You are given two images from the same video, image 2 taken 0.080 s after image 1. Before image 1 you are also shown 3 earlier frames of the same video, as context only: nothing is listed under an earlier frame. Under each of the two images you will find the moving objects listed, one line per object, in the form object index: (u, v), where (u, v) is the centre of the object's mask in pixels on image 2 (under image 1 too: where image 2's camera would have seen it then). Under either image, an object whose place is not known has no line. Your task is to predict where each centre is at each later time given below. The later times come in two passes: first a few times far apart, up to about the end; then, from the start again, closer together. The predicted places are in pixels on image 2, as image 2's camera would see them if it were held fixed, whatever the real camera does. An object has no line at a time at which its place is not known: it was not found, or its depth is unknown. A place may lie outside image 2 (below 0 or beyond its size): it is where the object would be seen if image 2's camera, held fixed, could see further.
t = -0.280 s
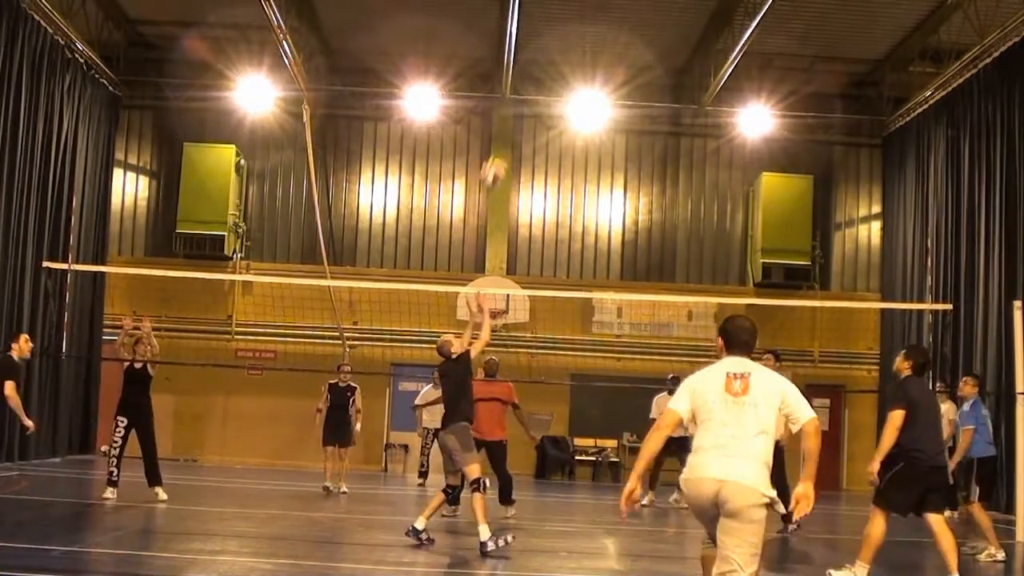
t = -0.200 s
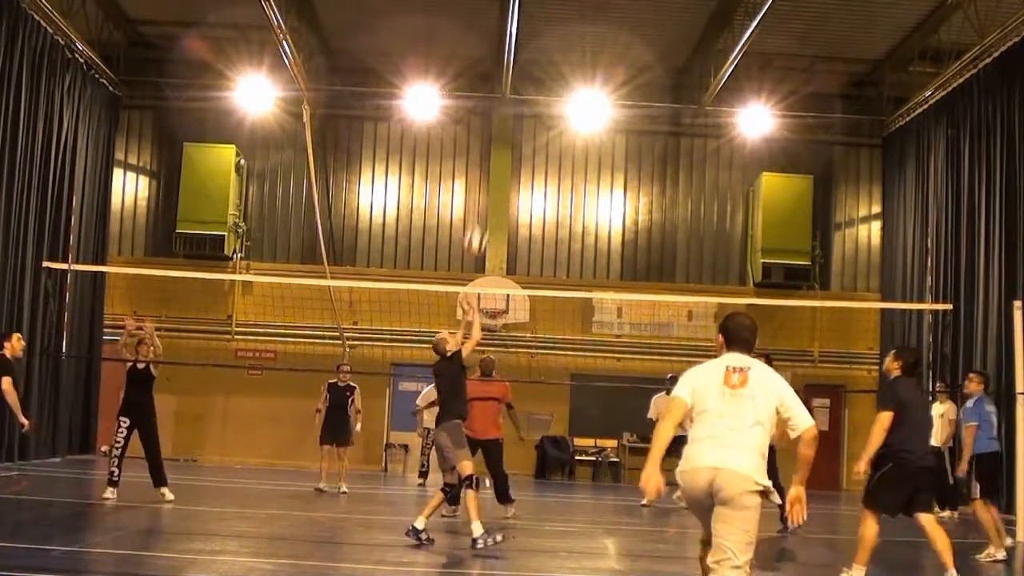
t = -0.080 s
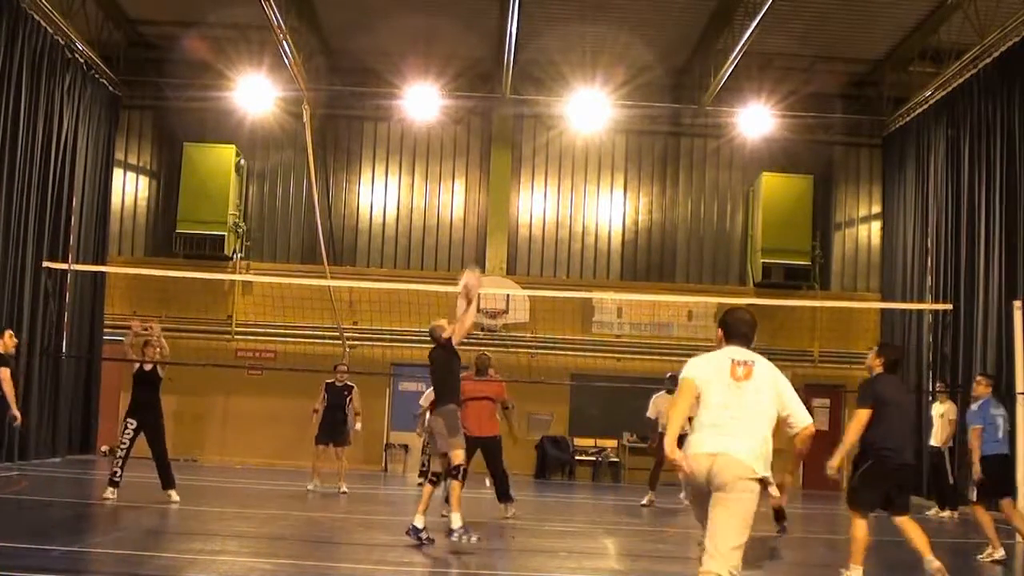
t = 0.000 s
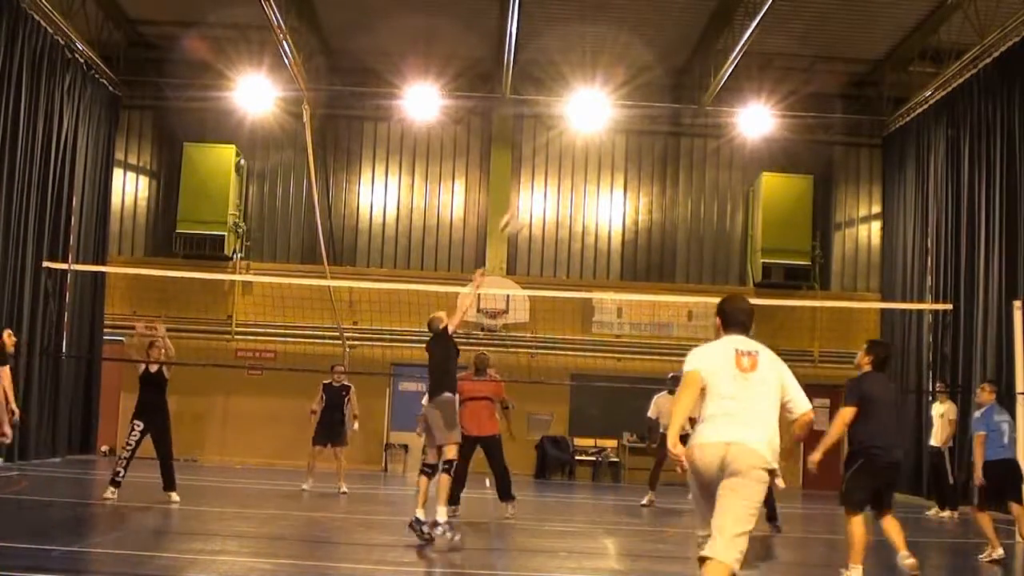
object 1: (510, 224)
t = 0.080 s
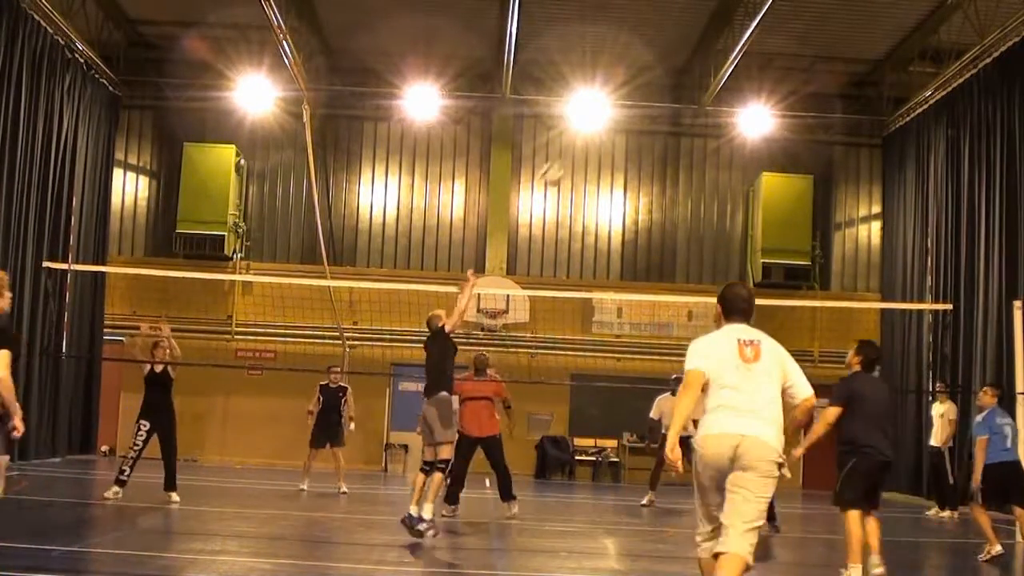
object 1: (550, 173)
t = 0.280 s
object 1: (641, 91)
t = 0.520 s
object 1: (734, 56)
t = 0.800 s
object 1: (828, 89)
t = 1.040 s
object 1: (899, 174)
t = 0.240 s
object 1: (626, 103)
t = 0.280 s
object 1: (641, 91)
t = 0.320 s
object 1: (658, 80)
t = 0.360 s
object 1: (673, 72)
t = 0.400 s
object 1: (689, 65)
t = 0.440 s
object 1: (704, 60)
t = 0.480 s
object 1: (718, 56)
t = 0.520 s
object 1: (734, 56)
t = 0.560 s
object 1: (750, 55)
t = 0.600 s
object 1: (763, 57)
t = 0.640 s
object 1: (776, 60)
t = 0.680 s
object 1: (789, 65)
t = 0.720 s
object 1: (803, 72)
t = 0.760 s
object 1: (816, 80)
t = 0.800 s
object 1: (828, 89)
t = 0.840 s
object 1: (841, 100)
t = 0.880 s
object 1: (853, 112)
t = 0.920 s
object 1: (865, 125)
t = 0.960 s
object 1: (877, 141)
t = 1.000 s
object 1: (889, 157)
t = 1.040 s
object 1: (899, 174)
